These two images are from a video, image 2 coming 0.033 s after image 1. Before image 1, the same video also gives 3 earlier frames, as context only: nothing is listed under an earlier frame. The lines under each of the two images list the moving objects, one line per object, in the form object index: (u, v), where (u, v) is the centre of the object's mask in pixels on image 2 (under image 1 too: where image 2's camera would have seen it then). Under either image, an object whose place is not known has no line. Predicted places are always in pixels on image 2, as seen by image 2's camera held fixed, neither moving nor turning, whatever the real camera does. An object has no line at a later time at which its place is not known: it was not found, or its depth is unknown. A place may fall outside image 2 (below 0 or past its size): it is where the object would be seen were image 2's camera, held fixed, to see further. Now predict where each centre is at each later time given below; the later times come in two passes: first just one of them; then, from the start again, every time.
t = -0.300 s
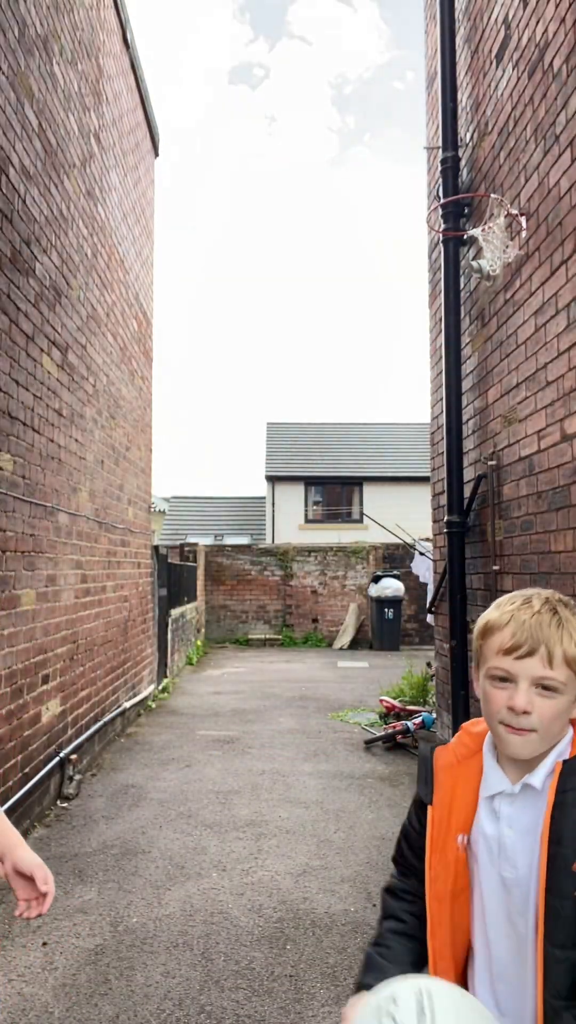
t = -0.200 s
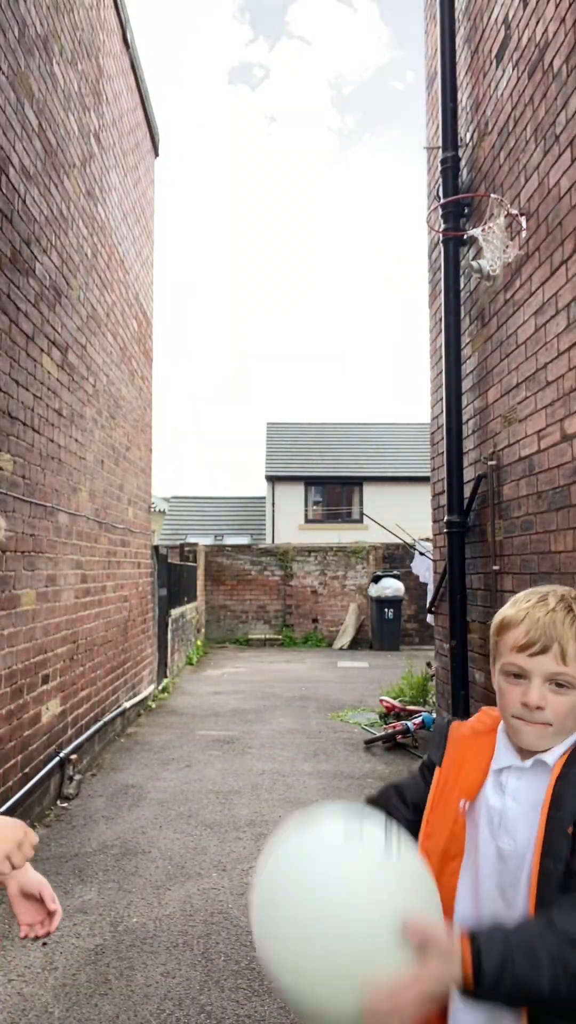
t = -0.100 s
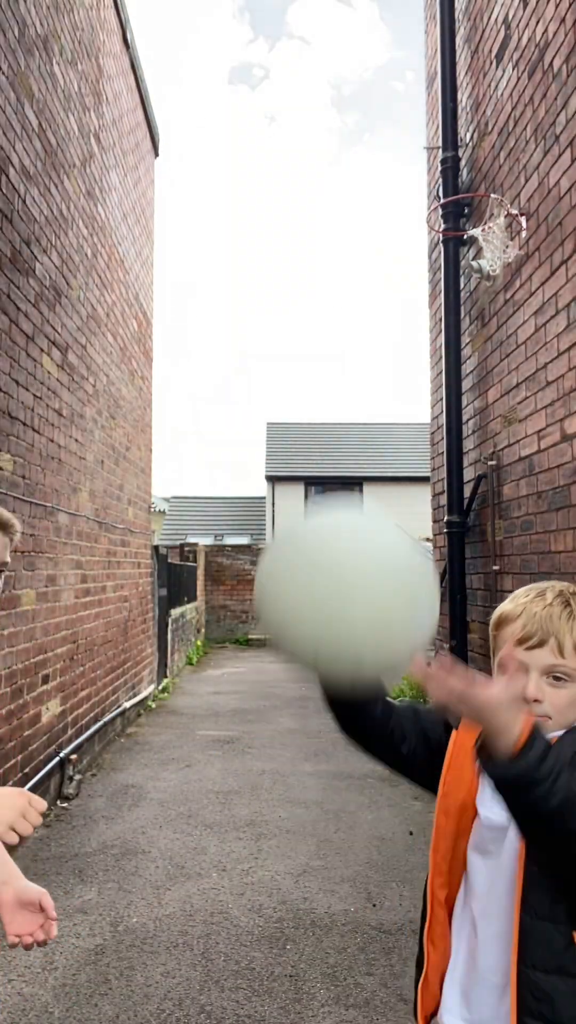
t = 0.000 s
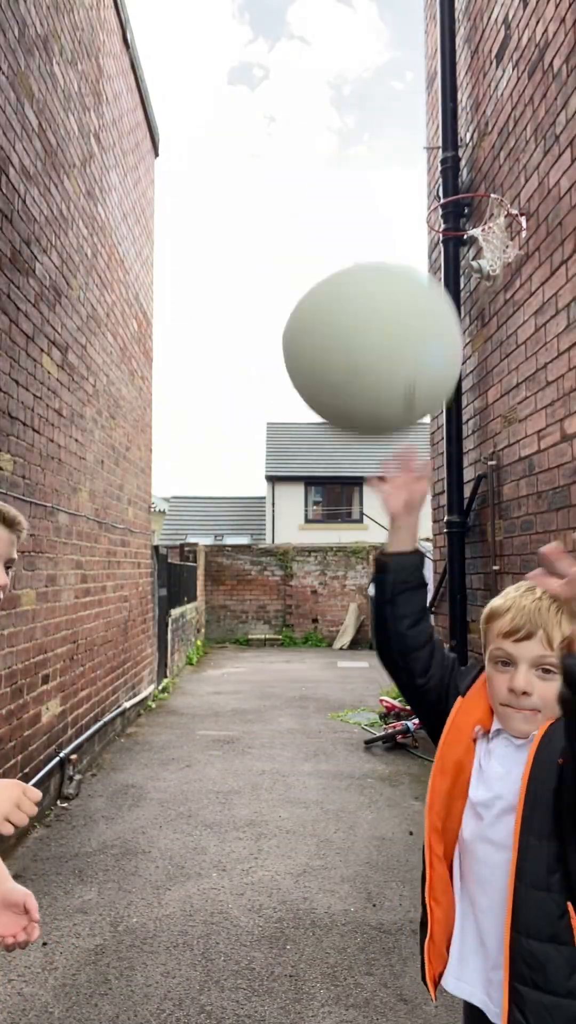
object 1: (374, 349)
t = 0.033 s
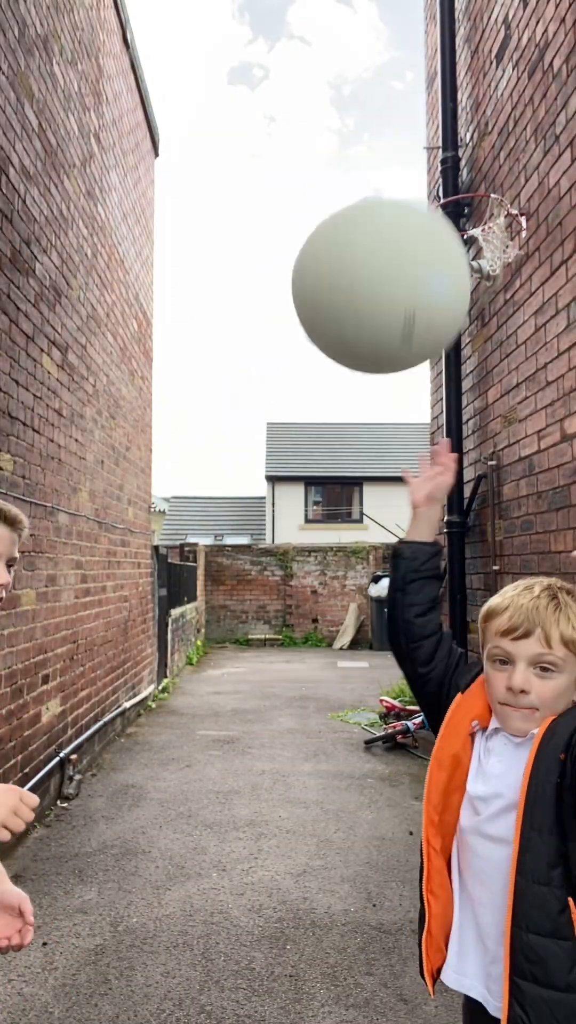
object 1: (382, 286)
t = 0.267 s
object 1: (441, 100)
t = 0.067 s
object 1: (391, 232)
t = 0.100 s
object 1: (399, 189)
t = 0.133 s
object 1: (407, 154)
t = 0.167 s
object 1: (415, 128)
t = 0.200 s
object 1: (424, 111)
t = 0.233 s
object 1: (432, 101)
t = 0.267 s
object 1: (441, 100)
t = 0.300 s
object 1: (450, 106)
